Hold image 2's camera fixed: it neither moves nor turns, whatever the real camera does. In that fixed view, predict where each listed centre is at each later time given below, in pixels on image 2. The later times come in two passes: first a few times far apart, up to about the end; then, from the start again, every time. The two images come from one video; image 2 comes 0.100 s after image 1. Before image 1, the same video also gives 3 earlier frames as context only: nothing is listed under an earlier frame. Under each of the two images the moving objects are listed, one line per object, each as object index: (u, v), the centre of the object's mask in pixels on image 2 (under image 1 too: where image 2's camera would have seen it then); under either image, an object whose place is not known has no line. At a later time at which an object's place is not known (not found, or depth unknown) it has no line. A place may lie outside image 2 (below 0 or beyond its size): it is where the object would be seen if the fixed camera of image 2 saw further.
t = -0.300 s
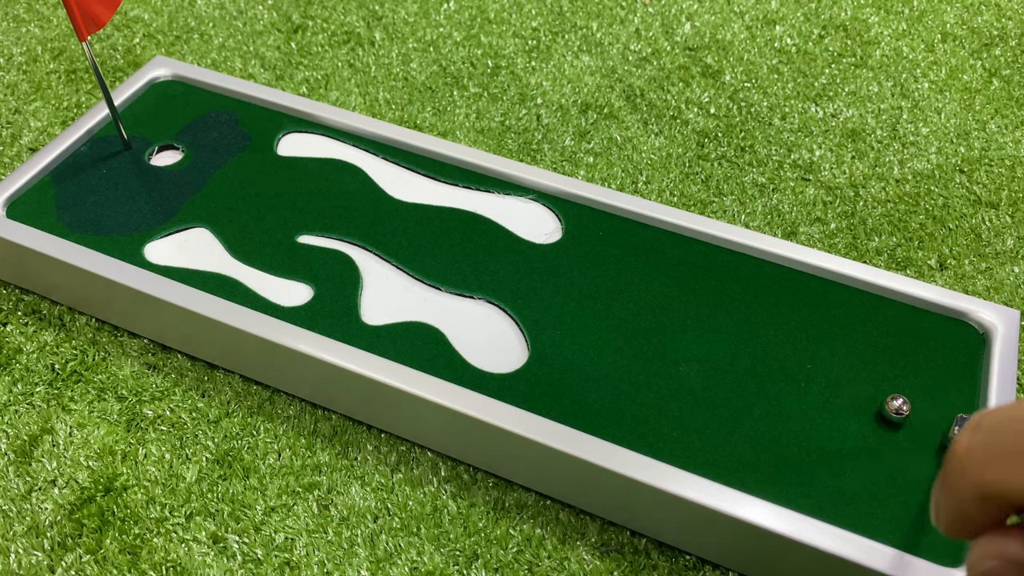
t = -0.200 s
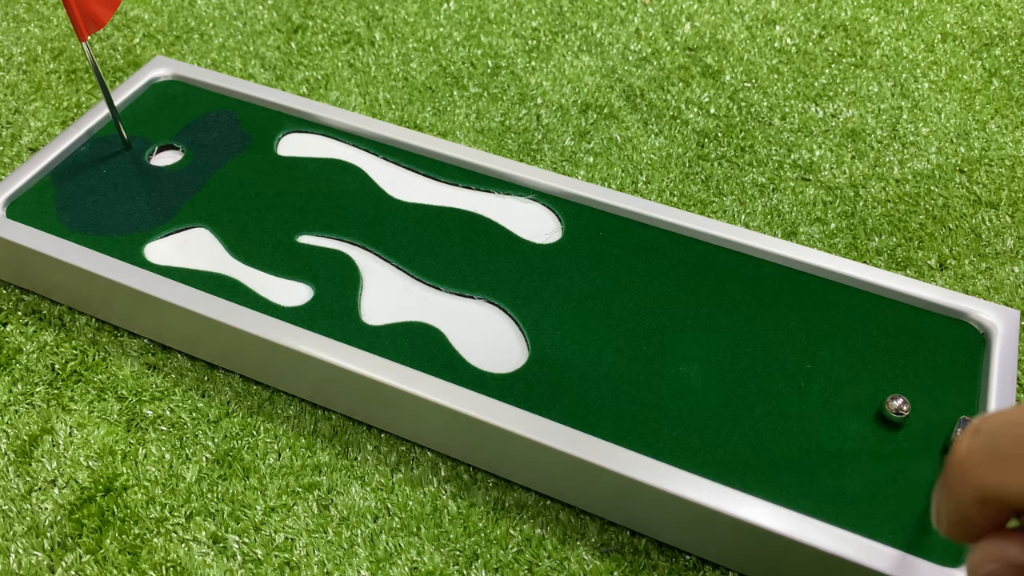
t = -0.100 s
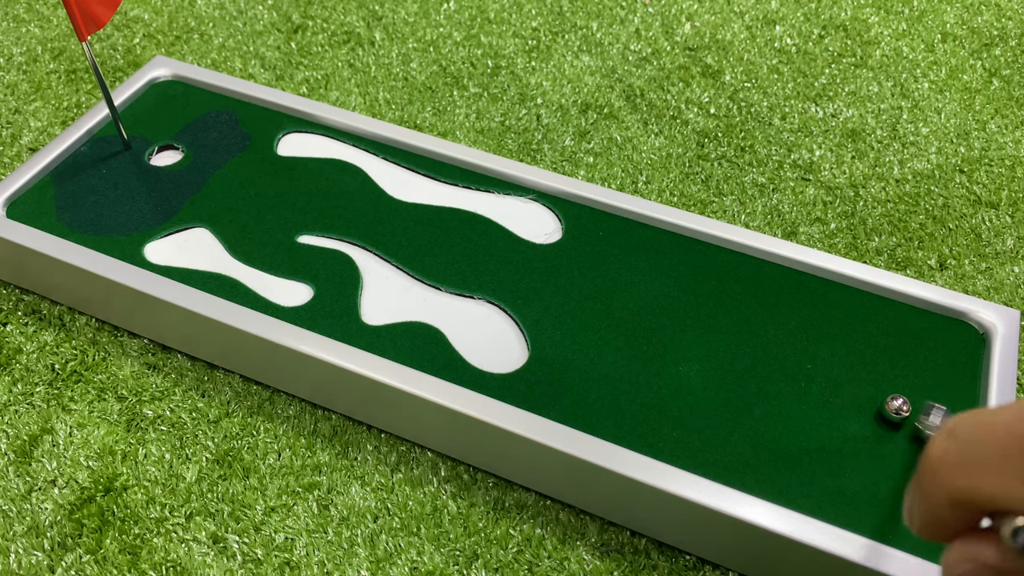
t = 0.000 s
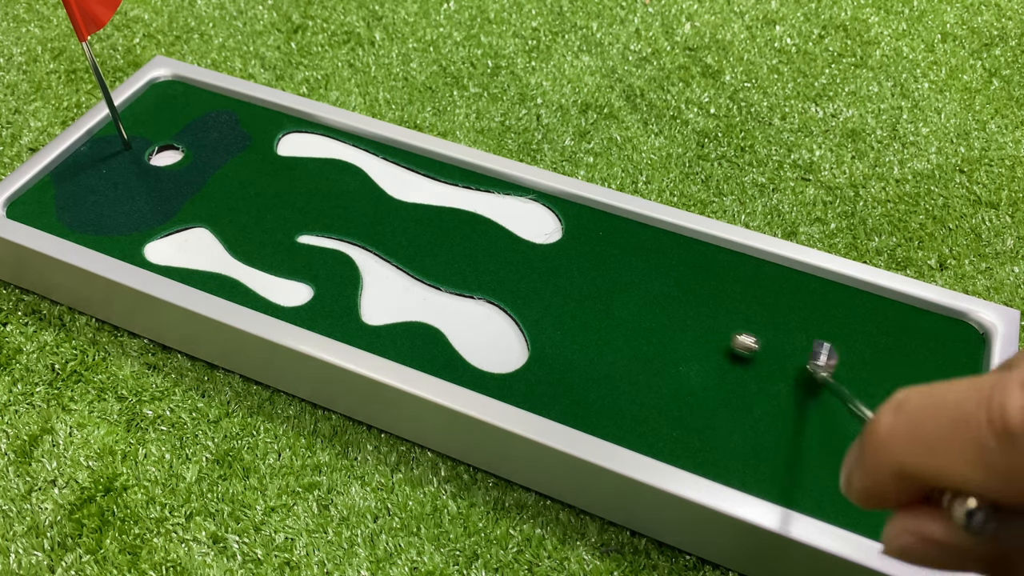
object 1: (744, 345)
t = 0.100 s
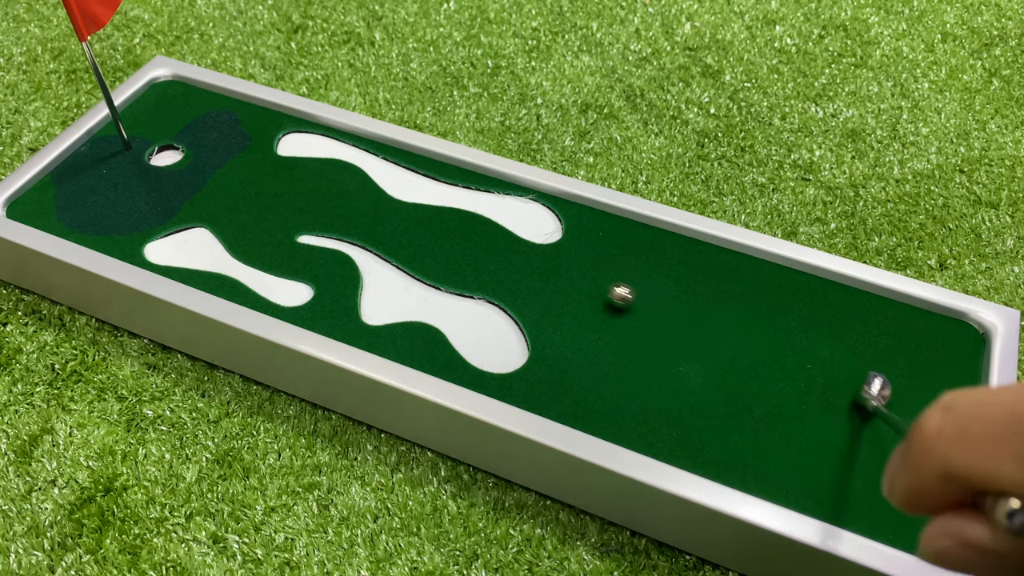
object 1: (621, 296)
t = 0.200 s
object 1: (522, 258)
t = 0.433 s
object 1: (355, 203)
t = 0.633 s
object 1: (263, 179)
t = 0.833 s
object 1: (216, 173)
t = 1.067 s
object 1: (209, 173)
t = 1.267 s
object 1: (209, 173)
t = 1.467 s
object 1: (209, 173)
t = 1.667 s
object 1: (209, 173)
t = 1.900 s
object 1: (209, 173)
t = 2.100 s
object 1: (209, 173)
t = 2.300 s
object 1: (209, 173)
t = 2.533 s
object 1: (209, 173)
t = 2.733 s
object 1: (209, 173)
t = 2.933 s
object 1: (209, 173)
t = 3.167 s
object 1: (209, 173)
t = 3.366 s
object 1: (209, 173)
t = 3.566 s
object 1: (209, 173)
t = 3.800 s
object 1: (210, 173)
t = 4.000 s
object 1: (209, 173)
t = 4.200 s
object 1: (209, 173)
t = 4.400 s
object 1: (209, 173)
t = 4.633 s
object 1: (209, 173)
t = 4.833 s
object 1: (210, 173)
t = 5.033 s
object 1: (210, 173)
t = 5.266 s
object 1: (209, 173)
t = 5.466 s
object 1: (209, 173)
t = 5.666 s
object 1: (209, 173)
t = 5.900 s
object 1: (209, 173)
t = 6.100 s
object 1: (209, 173)
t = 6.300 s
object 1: (209, 173)
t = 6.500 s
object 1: (209, 173)
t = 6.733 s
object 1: (209, 173)
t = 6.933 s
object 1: (209, 173)
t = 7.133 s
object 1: (209, 173)
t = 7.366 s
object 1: (209, 173)
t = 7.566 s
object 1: (209, 173)
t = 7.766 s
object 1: (209, 173)
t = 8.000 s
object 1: (209, 173)
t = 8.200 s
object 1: (209, 173)
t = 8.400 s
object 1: (209, 173)
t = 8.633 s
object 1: (210, 173)
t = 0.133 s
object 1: (585, 282)
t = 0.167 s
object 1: (552, 269)
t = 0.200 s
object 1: (522, 258)
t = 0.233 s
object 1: (493, 248)
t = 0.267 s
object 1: (466, 238)
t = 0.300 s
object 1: (441, 230)
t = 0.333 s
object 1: (417, 221)
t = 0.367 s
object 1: (396, 214)
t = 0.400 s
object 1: (375, 208)
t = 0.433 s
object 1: (355, 203)
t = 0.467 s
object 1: (337, 197)
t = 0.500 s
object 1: (320, 192)
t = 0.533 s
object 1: (304, 188)
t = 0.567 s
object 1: (289, 185)
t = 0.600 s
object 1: (275, 181)
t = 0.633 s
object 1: (263, 179)
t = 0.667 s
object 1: (252, 177)
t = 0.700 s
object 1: (242, 176)
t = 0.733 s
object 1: (234, 174)
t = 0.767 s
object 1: (226, 173)
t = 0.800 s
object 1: (221, 173)
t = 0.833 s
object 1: (216, 173)
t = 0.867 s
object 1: (212, 173)
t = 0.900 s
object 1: (210, 173)
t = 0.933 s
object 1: (209, 173)
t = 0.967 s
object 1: (209, 173)
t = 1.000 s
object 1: (209, 173)
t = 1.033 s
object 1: (209, 173)
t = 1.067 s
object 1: (209, 173)
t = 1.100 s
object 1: (209, 173)
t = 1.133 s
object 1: (209, 173)
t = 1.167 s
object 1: (209, 173)
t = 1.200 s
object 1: (209, 173)
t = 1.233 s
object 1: (209, 173)
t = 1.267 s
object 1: (209, 173)
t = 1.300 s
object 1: (209, 173)
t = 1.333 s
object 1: (209, 173)
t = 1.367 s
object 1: (209, 173)
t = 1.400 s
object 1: (209, 173)
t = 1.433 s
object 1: (209, 173)
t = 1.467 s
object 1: (209, 173)
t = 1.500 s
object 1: (209, 173)
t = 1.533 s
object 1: (209, 173)
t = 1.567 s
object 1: (209, 173)
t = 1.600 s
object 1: (209, 173)
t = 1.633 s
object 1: (209, 173)
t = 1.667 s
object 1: (209, 173)
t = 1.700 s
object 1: (209, 173)
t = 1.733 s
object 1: (209, 173)
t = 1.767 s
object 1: (209, 173)
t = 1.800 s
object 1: (209, 173)
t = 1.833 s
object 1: (209, 173)
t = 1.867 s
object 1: (209, 173)
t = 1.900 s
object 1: (209, 173)
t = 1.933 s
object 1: (209, 173)
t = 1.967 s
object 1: (209, 173)
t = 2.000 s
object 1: (209, 173)
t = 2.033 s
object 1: (209, 173)
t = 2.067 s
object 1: (209, 173)
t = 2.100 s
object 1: (209, 173)
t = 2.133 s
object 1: (209, 173)
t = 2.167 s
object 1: (209, 173)
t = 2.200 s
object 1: (209, 173)
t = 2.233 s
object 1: (209, 173)
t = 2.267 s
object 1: (209, 173)
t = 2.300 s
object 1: (209, 173)
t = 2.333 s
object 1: (209, 173)
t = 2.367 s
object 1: (210, 173)
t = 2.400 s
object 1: (209, 173)
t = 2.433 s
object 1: (209, 173)
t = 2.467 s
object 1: (209, 173)
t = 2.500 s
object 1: (209, 173)
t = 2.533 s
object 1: (209, 173)
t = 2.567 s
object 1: (209, 173)
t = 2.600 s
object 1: (209, 173)
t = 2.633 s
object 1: (209, 173)
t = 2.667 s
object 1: (209, 173)
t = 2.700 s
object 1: (209, 173)
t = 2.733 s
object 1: (209, 173)
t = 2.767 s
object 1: (209, 173)
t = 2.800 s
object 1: (209, 173)
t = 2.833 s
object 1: (209, 173)
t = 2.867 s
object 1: (209, 173)
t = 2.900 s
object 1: (209, 173)
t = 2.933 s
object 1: (209, 173)
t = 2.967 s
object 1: (209, 173)
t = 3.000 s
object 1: (209, 173)
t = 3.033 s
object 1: (209, 173)
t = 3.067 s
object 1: (209, 173)
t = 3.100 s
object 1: (209, 173)
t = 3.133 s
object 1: (209, 173)
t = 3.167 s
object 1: (209, 173)
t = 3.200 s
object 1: (209, 173)
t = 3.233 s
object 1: (209, 173)
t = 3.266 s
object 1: (209, 173)
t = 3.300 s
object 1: (209, 173)
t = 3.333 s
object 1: (209, 173)
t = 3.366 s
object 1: (209, 173)
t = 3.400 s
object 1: (209, 173)
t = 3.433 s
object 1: (210, 173)
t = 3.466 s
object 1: (209, 173)
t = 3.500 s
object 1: (209, 173)
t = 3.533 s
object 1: (209, 173)
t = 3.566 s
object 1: (209, 173)
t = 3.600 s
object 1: (209, 173)
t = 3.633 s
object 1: (209, 173)
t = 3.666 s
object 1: (209, 173)
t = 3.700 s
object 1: (209, 173)
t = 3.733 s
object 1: (209, 173)
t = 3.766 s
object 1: (209, 173)
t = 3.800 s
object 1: (210, 173)
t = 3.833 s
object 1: (209, 173)
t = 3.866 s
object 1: (209, 173)
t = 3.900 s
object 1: (209, 173)
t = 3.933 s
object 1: (209, 173)
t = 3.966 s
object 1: (209, 173)
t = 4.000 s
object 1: (209, 173)
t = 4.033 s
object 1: (209, 173)
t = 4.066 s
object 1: (209, 173)
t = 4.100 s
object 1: (209, 173)
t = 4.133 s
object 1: (209, 173)
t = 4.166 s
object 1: (209, 173)
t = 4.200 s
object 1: (209, 173)
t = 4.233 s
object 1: (209, 173)
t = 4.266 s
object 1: (209, 173)
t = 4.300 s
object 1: (209, 173)
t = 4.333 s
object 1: (209, 173)
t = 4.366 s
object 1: (209, 173)
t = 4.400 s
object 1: (209, 173)
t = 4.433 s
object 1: (209, 173)
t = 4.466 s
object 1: (209, 173)
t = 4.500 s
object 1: (209, 173)
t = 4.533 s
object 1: (209, 173)
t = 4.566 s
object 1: (209, 173)
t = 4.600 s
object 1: (209, 173)
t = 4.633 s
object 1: (209, 173)
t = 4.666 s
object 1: (209, 173)
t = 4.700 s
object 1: (209, 173)
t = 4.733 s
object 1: (209, 173)
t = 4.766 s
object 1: (209, 173)
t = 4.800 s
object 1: (209, 173)
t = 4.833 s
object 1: (210, 173)
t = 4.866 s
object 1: (210, 173)
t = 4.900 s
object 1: (210, 173)
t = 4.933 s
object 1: (210, 173)
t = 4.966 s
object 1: (210, 173)
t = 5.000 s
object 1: (210, 173)
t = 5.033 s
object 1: (210, 173)
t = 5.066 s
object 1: (210, 173)
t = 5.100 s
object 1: (210, 173)
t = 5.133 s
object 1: (210, 173)
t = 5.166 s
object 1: (209, 173)
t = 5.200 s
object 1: (209, 173)
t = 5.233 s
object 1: (209, 173)
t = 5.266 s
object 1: (209, 173)
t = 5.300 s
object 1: (209, 173)
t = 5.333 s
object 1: (209, 173)
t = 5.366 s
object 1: (209, 173)
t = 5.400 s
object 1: (209, 173)
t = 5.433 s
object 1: (209, 173)
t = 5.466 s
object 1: (209, 173)
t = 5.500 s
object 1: (209, 173)
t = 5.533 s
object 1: (209, 173)
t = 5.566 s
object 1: (209, 173)
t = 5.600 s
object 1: (209, 173)
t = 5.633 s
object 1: (209, 173)
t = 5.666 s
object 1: (209, 173)
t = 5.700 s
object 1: (209, 173)
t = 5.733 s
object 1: (209, 172)
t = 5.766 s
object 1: (209, 173)
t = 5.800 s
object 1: (209, 173)
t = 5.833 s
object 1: (209, 173)
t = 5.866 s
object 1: (209, 173)
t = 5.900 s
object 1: (209, 173)
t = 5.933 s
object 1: (209, 173)
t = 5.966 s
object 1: (209, 173)
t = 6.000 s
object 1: (209, 173)
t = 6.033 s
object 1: (209, 173)
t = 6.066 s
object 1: (209, 173)
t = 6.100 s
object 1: (209, 173)
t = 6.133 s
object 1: (209, 173)
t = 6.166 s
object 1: (209, 173)
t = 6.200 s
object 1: (209, 173)
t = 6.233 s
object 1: (209, 173)
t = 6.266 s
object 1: (209, 173)
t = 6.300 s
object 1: (209, 173)
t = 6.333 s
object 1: (209, 173)
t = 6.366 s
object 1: (209, 173)
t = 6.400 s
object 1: (209, 173)
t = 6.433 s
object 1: (209, 173)
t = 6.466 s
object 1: (209, 173)
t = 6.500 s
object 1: (209, 173)
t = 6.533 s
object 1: (209, 173)
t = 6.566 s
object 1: (209, 173)
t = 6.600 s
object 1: (209, 173)
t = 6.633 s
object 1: (209, 173)
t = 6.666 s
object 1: (209, 173)
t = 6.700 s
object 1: (209, 173)
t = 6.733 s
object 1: (209, 173)
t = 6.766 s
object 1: (209, 173)
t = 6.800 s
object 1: (209, 173)
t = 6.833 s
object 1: (209, 173)
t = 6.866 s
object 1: (209, 173)
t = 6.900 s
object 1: (209, 173)
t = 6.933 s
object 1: (209, 173)
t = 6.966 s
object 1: (209, 173)
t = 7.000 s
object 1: (209, 173)
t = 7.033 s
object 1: (209, 173)
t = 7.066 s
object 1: (209, 173)
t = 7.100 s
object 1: (209, 173)
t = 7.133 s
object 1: (209, 173)
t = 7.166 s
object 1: (209, 173)
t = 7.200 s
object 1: (209, 173)
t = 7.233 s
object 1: (209, 173)
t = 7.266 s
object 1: (209, 173)
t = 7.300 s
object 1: (209, 173)
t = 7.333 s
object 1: (209, 173)
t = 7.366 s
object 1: (209, 173)
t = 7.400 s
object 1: (209, 173)
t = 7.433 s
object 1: (209, 173)
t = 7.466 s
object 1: (209, 173)
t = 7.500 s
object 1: (209, 173)
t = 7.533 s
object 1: (209, 173)
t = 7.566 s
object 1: (209, 173)
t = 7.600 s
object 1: (210, 173)
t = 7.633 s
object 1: (209, 173)
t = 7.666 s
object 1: (209, 173)
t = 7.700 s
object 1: (209, 173)
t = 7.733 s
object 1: (210, 173)
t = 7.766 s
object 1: (209, 173)
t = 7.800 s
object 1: (209, 173)
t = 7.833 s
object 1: (209, 173)
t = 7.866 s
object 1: (209, 173)
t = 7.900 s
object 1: (209, 173)
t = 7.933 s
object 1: (209, 173)
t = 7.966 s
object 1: (209, 173)
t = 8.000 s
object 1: (209, 173)
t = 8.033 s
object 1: (209, 173)
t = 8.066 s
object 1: (209, 173)
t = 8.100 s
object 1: (209, 173)
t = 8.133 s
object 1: (209, 173)
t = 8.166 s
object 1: (209, 173)
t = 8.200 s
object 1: (209, 173)
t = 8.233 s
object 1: (209, 173)
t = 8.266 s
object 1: (209, 173)
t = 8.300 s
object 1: (209, 173)
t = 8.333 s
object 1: (209, 173)
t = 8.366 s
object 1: (209, 173)
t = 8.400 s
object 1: (209, 173)
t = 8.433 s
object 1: (209, 173)
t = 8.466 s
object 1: (209, 173)
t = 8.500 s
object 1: (209, 173)
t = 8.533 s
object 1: (209, 173)
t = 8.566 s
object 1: (210, 173)
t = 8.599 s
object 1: (210, 173)
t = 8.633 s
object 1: (210, 173)
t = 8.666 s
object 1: (209, 173)
